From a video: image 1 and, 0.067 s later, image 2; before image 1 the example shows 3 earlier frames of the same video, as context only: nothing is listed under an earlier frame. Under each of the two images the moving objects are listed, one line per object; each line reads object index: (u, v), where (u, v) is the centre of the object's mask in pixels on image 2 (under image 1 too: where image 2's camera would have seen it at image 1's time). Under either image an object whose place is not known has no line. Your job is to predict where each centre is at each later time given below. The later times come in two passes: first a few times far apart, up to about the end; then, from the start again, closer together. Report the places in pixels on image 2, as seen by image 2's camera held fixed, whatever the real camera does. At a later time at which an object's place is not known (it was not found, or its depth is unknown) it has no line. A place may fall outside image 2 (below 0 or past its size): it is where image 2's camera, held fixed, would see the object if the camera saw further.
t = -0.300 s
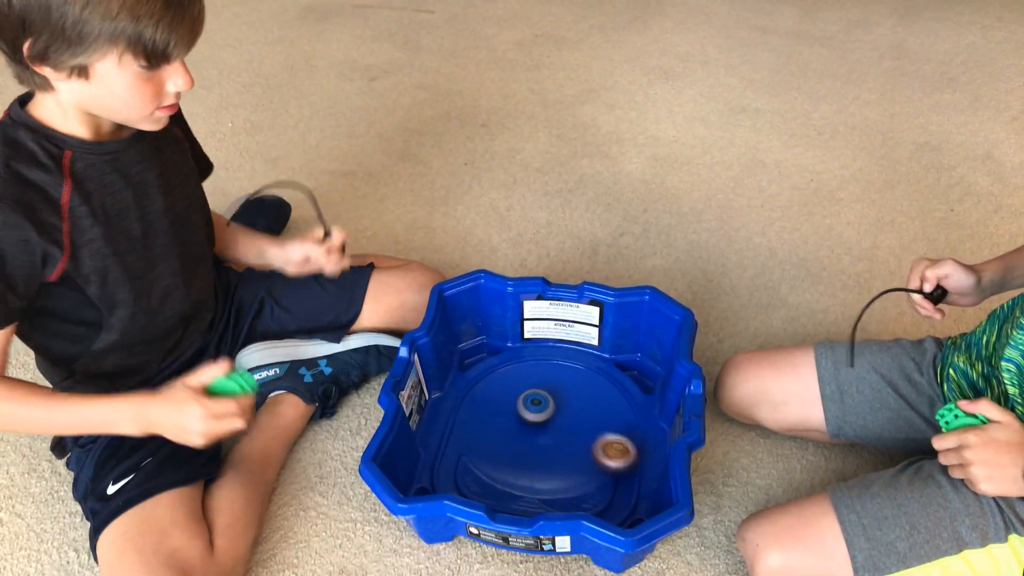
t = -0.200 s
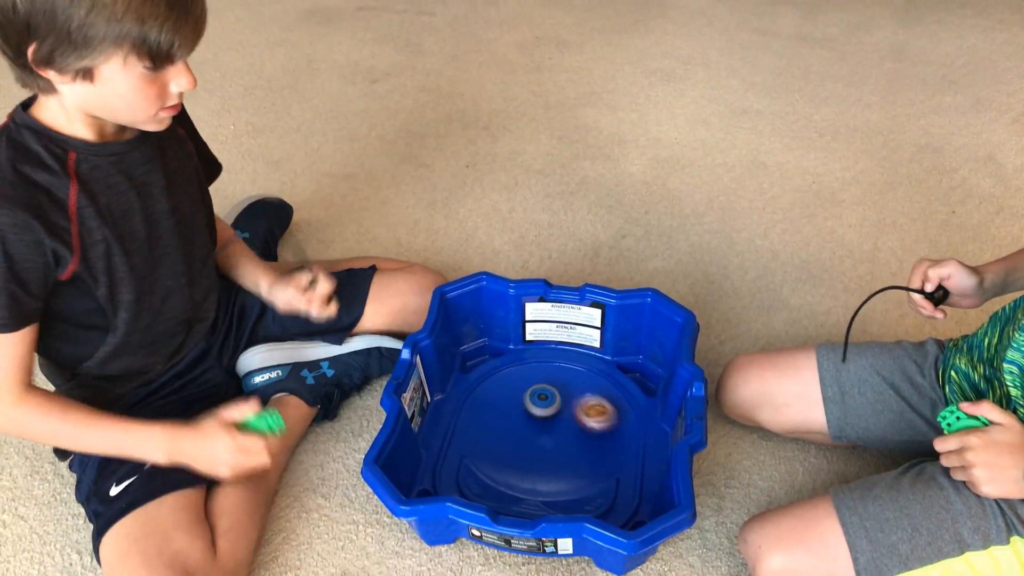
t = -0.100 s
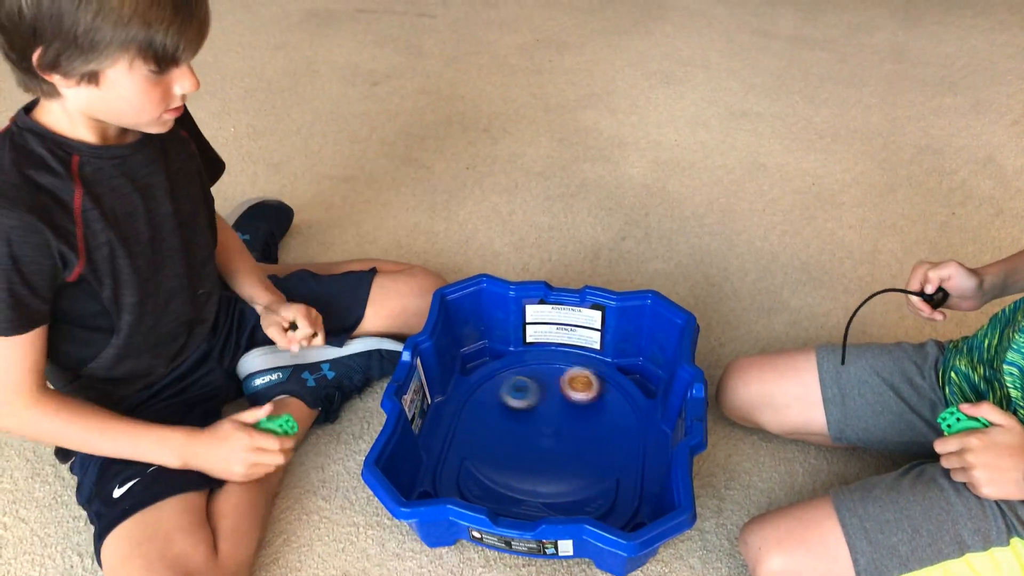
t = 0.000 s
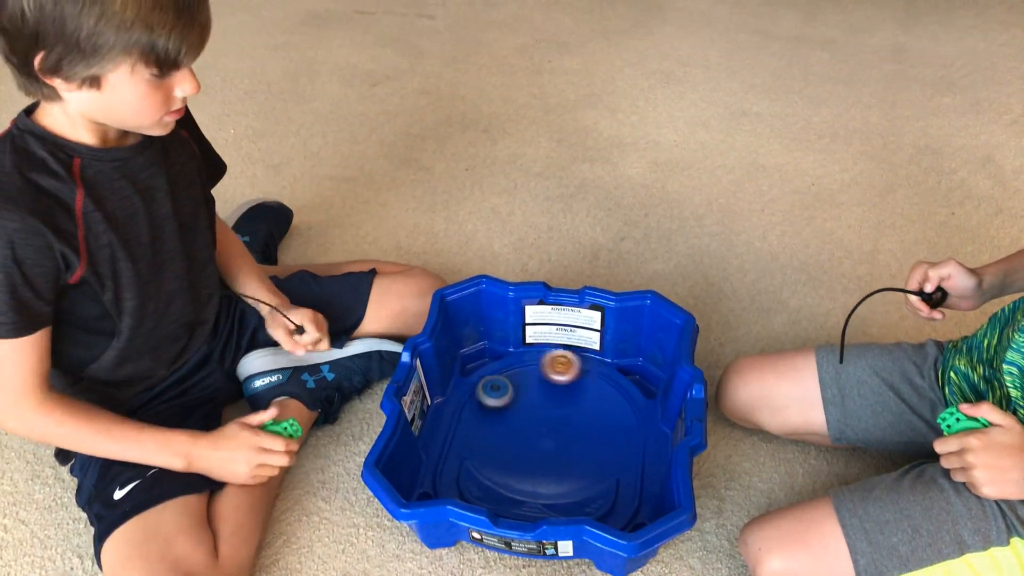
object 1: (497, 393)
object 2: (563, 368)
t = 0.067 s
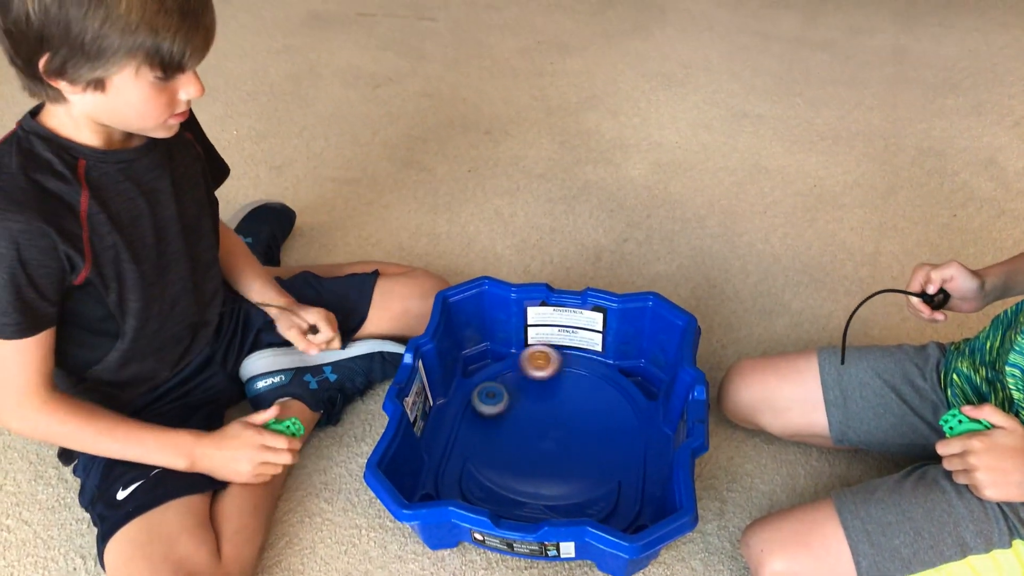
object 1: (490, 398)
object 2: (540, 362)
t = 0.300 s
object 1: (488, 455)
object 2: (502, 410)
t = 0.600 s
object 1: (583, 480)
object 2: (612, 443)
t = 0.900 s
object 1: (621, 426)
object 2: (578, 385)
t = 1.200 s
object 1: (576, 386)
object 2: (507, 446)
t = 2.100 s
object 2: (474, 428)
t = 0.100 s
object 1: (488, 402)
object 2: (527, 363)
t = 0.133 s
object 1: (488, 406)
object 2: (515, 369)
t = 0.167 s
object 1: (488, 411)
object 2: (505, 377)
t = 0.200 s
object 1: (485, 421)
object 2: (500, 384)
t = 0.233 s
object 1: (483, 433)
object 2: (498, 391)
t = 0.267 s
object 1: (484, 445)
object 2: (499, 399)
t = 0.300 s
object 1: (488, 455)
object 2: (502, 410)
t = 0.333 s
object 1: (496, 465)
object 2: (507, 420)
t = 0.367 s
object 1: (505, 472)
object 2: (516, 430)
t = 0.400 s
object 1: (516, 477)
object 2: (527, 438)
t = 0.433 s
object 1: (527, 481)
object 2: (540, 444)
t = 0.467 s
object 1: (538, 484)
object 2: (554, 448)
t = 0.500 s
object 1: (550, 484)
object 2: (569, 451)
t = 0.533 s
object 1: (562, 484)
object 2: (583, 450)
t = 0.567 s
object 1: (572, 483)
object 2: (599, 448)
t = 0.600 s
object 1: (583, 480)
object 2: (612, 443)
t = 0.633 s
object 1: (592, 476)
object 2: (623, 435)
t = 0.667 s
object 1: (600, 471)
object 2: (630, 426)
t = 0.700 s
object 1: (608, 466)
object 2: (632, 417)
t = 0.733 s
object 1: (613, 460)
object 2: (626, 409)
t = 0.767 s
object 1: (617, 453)
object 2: (618, 401)
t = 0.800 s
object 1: (620, 446)
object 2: (609, 395)
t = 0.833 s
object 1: (621, 439)
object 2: (600, 390)
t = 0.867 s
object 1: (622, 432)
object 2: (589, 386)
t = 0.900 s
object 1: (621, 426)
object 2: (578, 385)
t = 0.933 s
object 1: (618, 420)
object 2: (567, 386)
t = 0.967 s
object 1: (616, 414)
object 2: (555, 388)
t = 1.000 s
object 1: (612, 409)
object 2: (543, 393)
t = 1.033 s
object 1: (607, 404)
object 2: (532, 398)
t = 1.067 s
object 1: (602, 399)
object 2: (522, 406)
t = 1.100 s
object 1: (596, 395)
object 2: (515, 415)
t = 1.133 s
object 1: (590, 392)
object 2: (509, 425)
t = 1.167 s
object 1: (583, 389)
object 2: (506, 436)
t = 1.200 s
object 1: (576, 386)
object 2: (507, 446)
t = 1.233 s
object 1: (569, 385)
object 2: (511, 457)
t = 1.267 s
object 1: (562, 383)
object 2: (517, 466)
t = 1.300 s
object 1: (554, 383)
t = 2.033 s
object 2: (472, 405)
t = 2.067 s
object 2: (471, 417)
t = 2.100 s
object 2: (474, 428)
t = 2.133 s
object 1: (536, 462)
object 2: (480, 439)
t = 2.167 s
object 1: (542, 463)
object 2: (489, 448)
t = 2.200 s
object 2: (501, 457)
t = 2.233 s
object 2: (512, 462)
